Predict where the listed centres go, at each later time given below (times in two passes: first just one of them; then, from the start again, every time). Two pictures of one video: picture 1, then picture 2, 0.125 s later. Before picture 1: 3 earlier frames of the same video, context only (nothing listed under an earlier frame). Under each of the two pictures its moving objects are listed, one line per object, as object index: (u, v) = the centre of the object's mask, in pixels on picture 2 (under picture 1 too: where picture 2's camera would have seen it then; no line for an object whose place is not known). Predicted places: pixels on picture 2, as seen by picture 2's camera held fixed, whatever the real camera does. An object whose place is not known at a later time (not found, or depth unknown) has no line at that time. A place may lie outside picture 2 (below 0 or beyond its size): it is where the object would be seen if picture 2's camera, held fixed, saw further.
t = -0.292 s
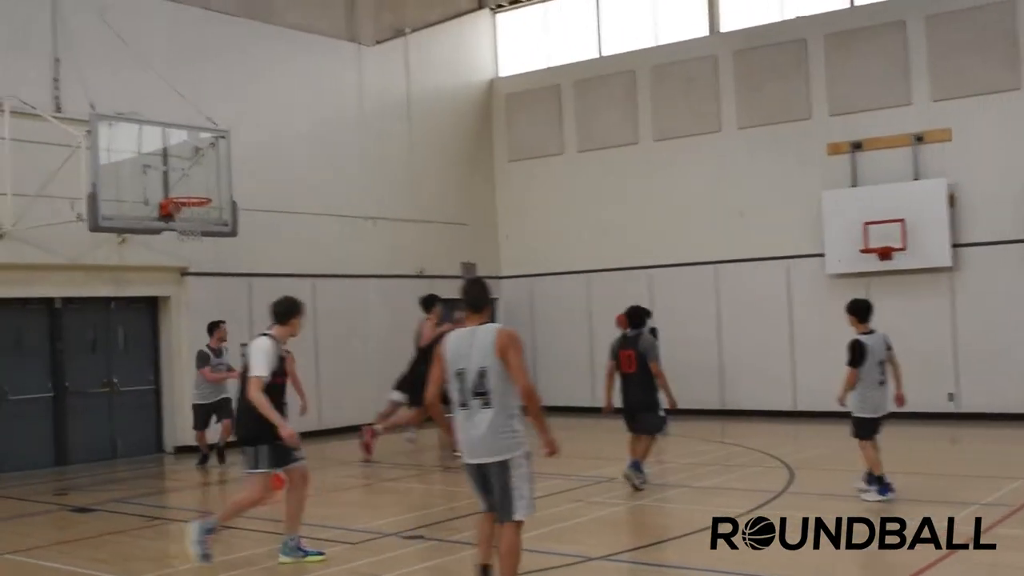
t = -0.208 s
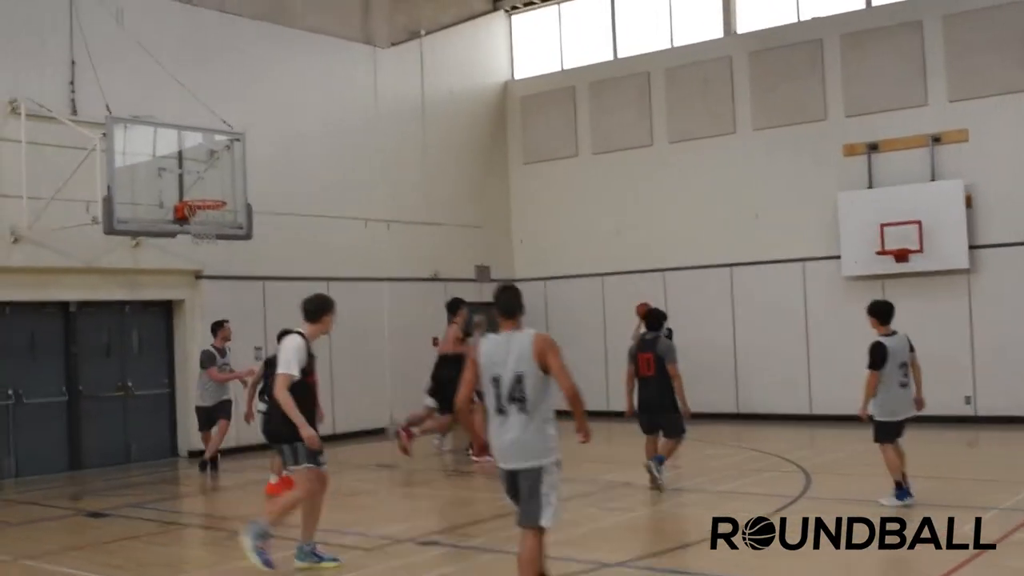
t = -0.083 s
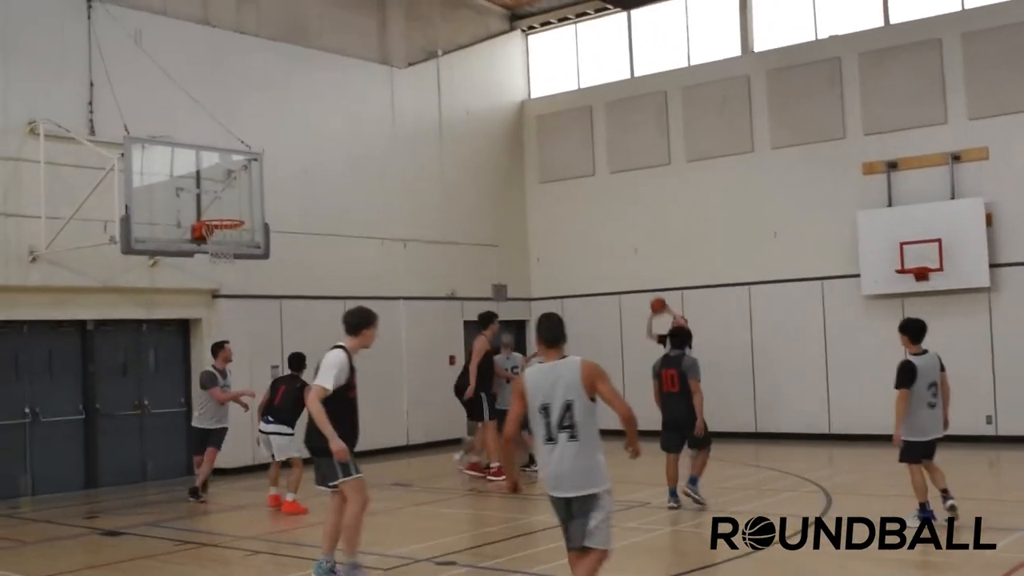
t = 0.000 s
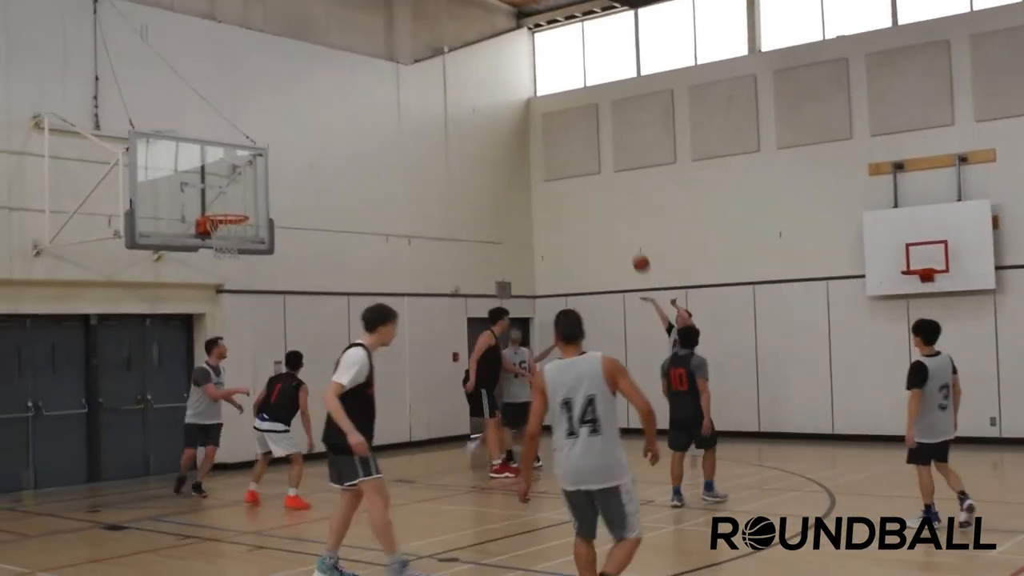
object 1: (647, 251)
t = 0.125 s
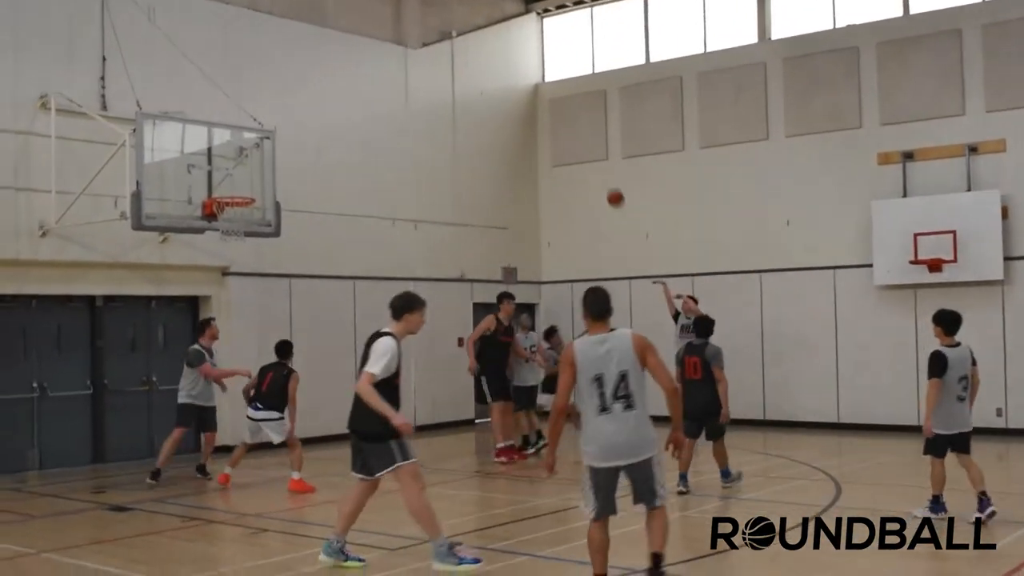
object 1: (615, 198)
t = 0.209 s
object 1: (592, 165)
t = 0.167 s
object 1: (602, 178)
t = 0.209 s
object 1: (592, 165)
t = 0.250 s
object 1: (578, 148)
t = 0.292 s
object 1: (567, 137)
